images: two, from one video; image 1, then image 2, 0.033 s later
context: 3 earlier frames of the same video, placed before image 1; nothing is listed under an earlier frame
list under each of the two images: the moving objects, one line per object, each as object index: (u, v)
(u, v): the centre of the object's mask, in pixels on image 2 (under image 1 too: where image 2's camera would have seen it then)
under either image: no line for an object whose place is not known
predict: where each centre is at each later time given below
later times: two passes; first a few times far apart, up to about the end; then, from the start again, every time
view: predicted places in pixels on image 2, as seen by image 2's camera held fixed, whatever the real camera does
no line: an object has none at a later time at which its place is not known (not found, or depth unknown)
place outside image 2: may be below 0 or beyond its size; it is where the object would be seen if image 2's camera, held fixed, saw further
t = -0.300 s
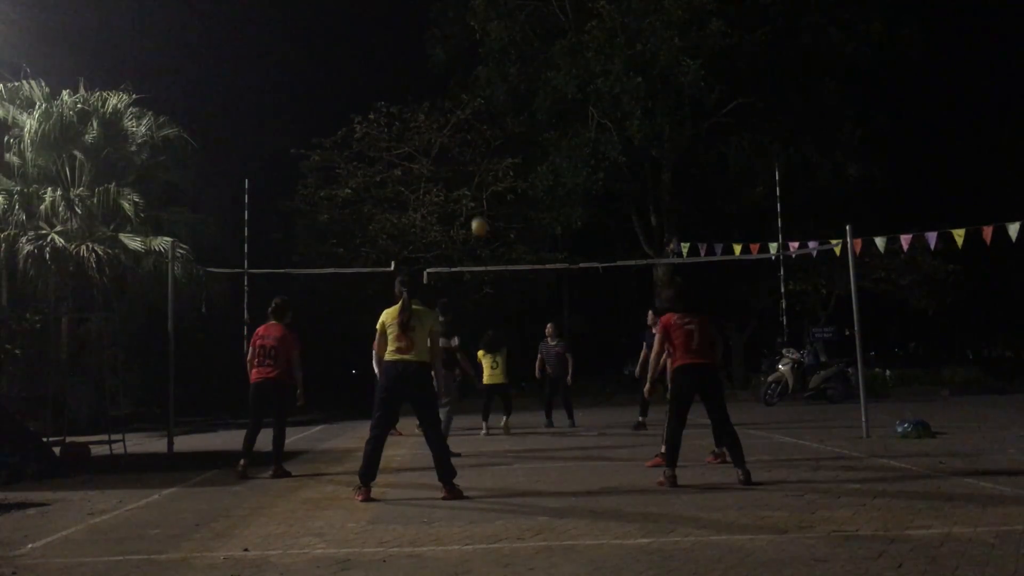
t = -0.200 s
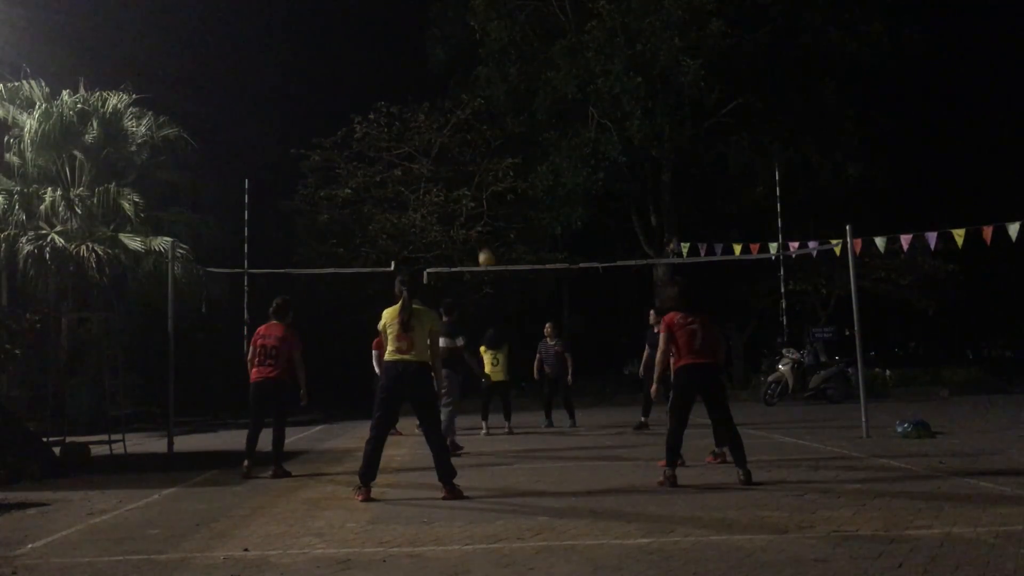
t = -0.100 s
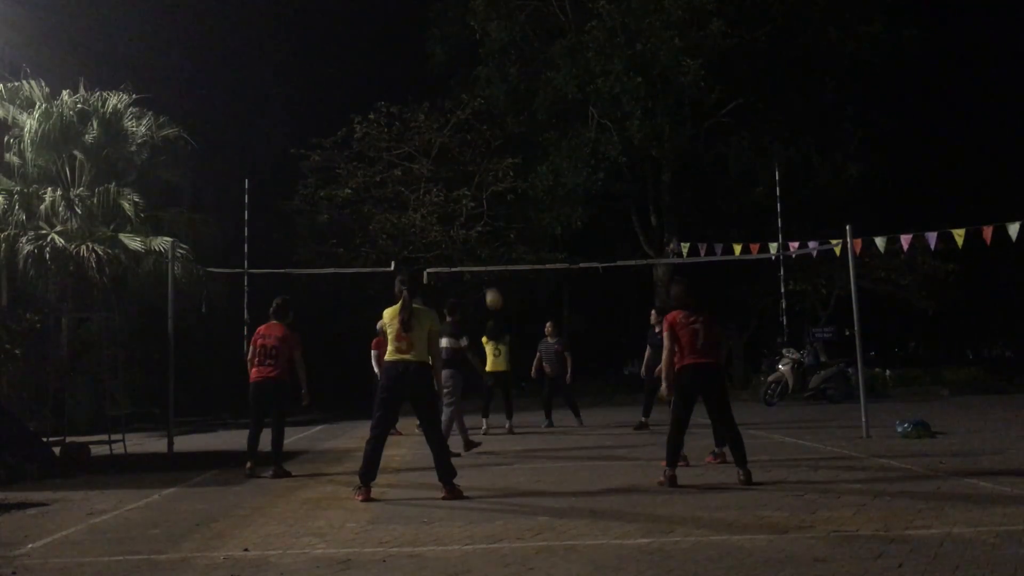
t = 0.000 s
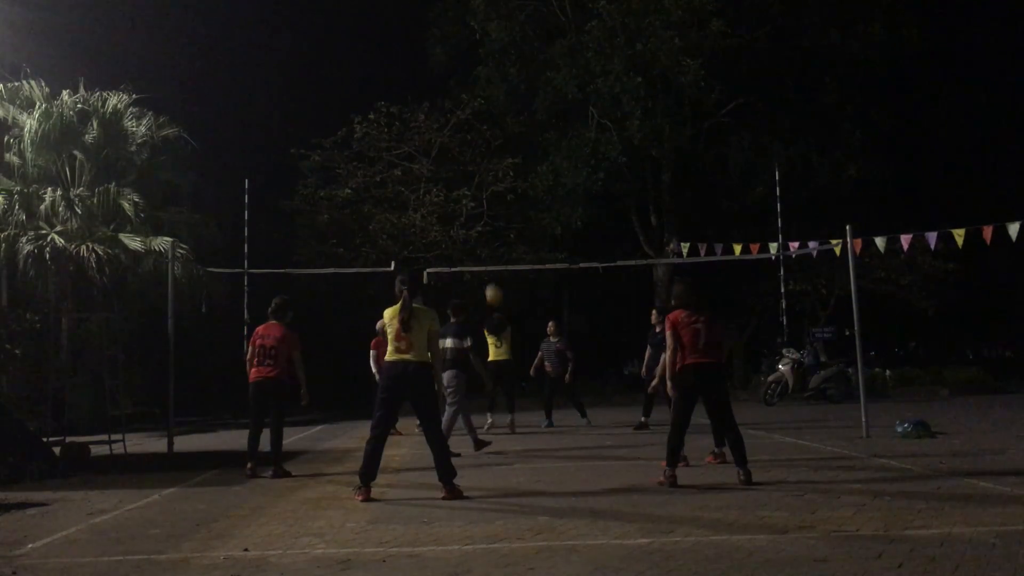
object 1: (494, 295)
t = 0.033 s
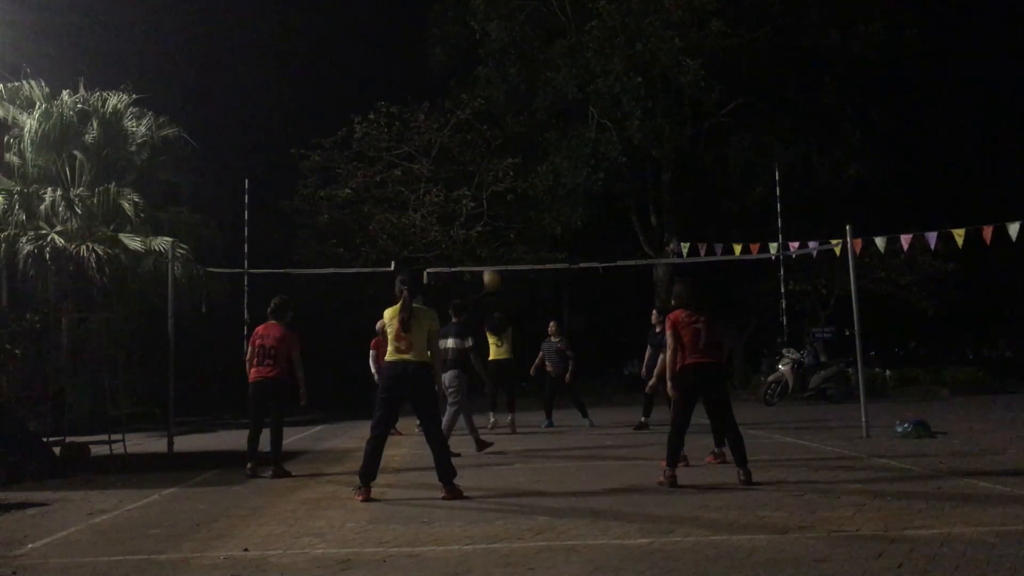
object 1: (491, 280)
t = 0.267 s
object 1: (473, 184)
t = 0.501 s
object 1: (456, 126)
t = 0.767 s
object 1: (438, 109)
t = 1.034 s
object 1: (419, 146)
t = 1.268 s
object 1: (403, 226)
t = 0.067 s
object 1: (487, 260)
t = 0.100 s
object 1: (485, 247)
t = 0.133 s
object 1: (483, 233)
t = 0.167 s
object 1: (481, 220)
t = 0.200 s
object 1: (478, 206)
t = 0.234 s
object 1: (475, 195)
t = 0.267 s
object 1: (473, 184)
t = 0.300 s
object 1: (470, 173)
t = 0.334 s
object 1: (468, 163)
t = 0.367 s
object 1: (465, 153)
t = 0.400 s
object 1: (463, 146)
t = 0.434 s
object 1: (461, 139)
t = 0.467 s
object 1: (459, 132)
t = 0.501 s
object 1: (456, 126)
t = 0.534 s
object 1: (454, 122)
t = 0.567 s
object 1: (451, 118)
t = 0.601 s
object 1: (449, 114)
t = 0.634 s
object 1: (447, 111)
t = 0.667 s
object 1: (445, 110)
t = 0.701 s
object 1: (442, 108)
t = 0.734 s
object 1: (440, 108)
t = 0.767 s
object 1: (438, 109)
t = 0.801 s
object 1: (435, 110)
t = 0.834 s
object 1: (432, 113)
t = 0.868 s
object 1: (430, 117)
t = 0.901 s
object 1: (428, 121)
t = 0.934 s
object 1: (426, 126)
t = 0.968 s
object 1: (423, 131)
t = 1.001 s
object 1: (421, 138)
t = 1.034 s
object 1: (419, 146)
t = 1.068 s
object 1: (416, 154)
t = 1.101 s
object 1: (414, 164)
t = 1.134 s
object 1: (412, 174)
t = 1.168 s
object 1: (409, 186)
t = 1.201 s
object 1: (408, 198)
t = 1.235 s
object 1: (405, 212)
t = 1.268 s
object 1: (403, 226)
